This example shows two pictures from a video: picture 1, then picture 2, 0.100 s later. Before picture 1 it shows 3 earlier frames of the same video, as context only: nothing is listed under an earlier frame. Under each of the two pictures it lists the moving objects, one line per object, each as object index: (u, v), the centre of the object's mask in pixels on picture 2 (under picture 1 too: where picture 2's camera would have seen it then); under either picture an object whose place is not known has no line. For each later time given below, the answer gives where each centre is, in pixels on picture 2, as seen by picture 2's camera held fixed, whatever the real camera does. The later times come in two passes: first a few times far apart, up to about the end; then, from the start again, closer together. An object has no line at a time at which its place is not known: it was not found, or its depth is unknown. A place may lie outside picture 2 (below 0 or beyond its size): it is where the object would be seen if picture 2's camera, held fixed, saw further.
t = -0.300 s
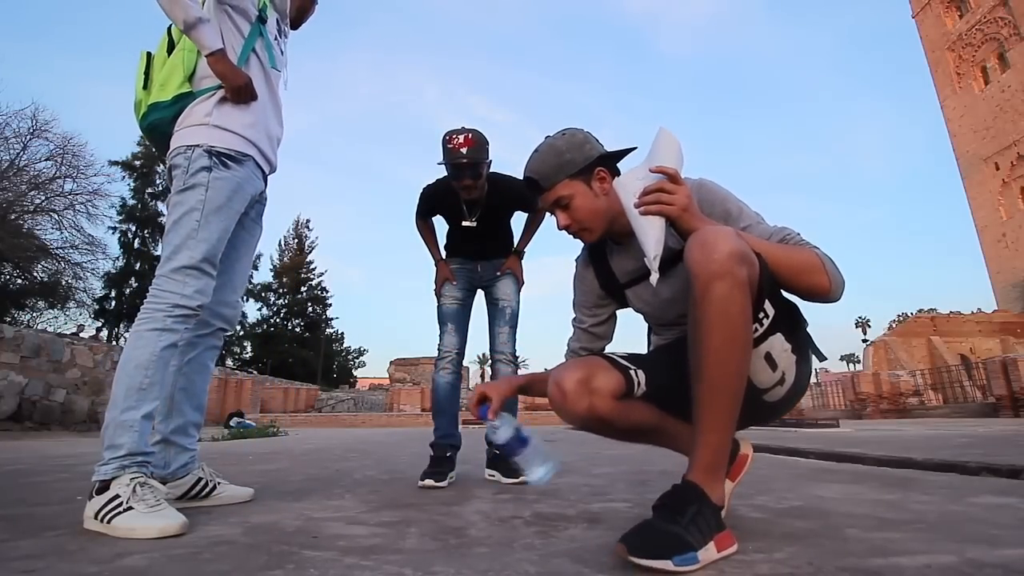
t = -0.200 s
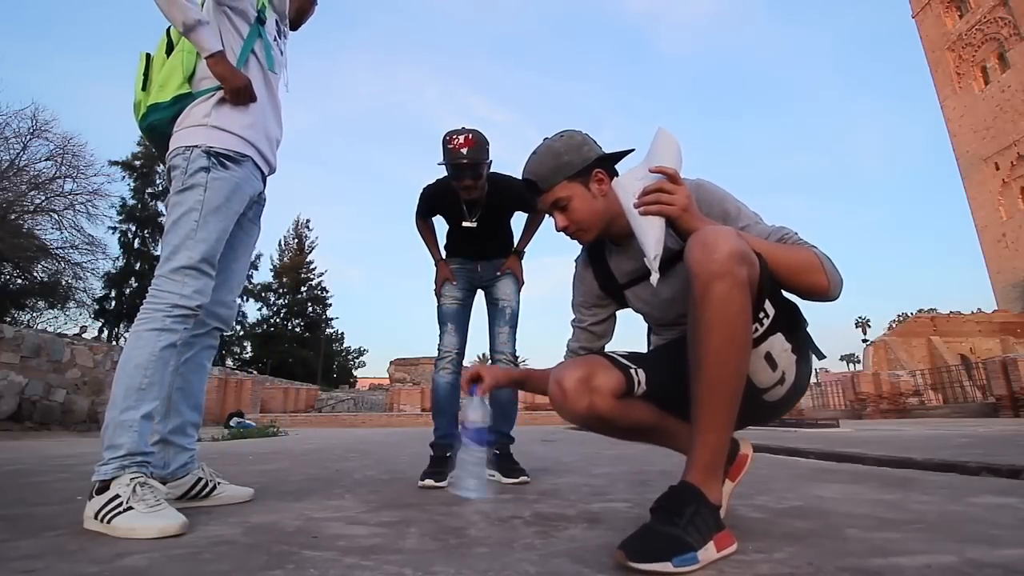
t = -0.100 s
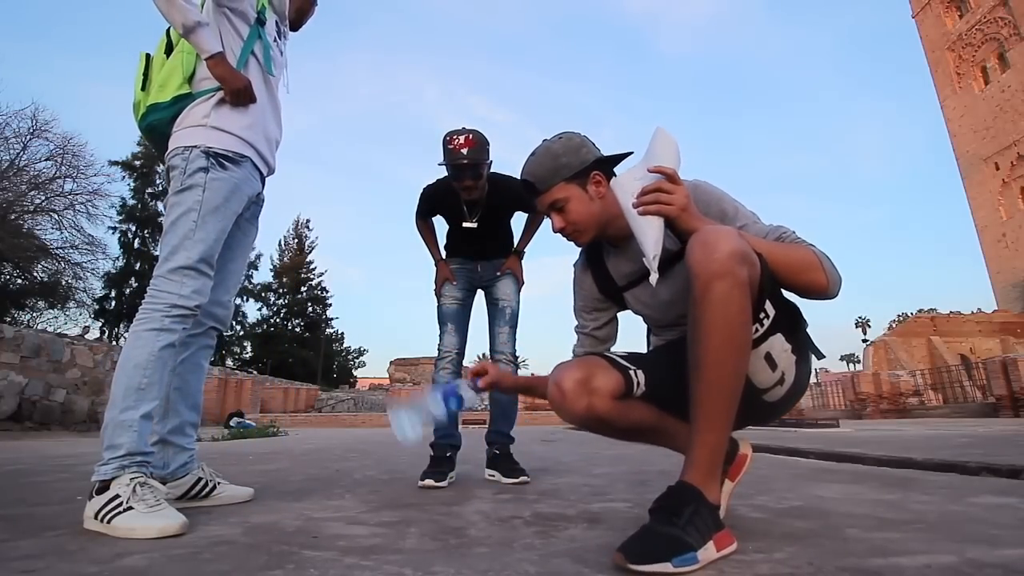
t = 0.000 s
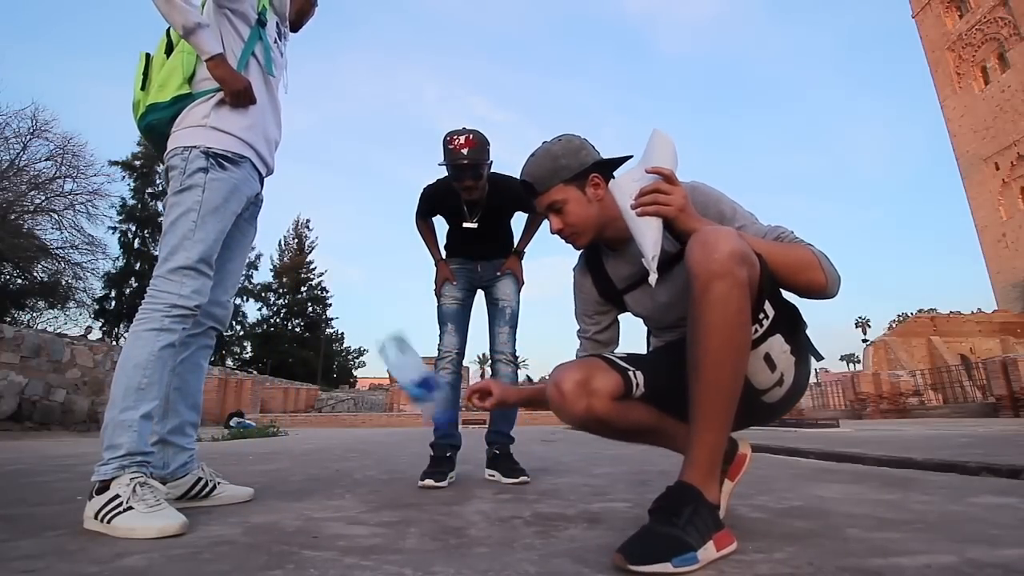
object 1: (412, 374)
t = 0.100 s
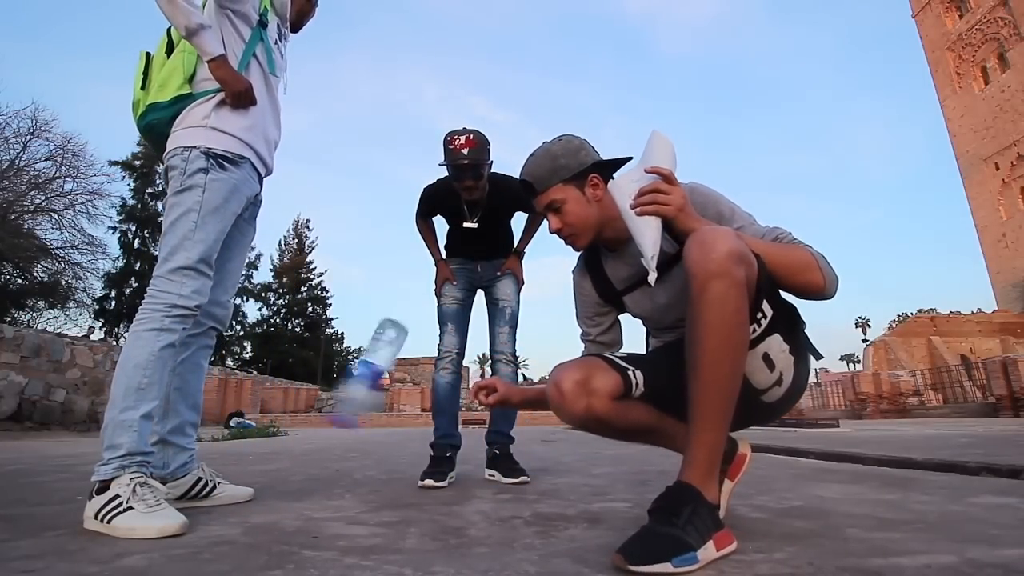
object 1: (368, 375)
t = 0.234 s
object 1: (333, 396)
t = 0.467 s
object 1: (331, 497)
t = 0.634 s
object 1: (328, 497)
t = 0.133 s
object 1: (352, 372)
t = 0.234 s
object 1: (333, 396)
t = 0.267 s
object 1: (333, 426)
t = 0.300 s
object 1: (332, 464)
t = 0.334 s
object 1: (327, 495)
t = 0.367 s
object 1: (329, 494)
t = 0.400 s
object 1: (330, 496)
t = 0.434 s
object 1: (330, 497)
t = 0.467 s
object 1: (331, 497)
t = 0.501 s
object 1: (330, 496)
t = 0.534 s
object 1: (328, 496)
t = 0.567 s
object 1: (326, 497)
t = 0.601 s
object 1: (326, 497)
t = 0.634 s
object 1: (328, 497)
